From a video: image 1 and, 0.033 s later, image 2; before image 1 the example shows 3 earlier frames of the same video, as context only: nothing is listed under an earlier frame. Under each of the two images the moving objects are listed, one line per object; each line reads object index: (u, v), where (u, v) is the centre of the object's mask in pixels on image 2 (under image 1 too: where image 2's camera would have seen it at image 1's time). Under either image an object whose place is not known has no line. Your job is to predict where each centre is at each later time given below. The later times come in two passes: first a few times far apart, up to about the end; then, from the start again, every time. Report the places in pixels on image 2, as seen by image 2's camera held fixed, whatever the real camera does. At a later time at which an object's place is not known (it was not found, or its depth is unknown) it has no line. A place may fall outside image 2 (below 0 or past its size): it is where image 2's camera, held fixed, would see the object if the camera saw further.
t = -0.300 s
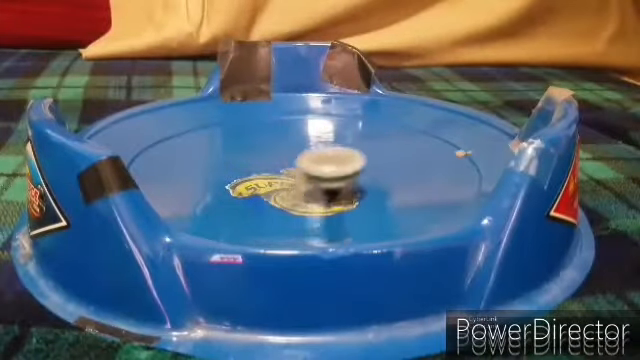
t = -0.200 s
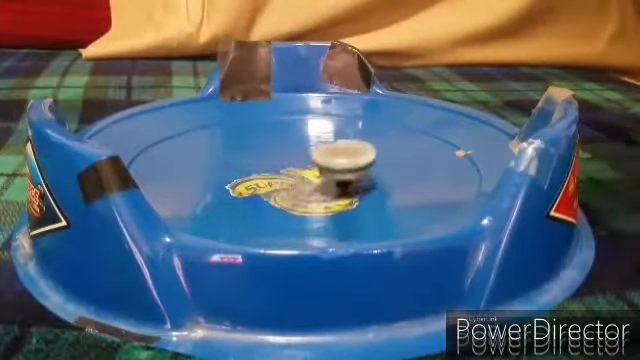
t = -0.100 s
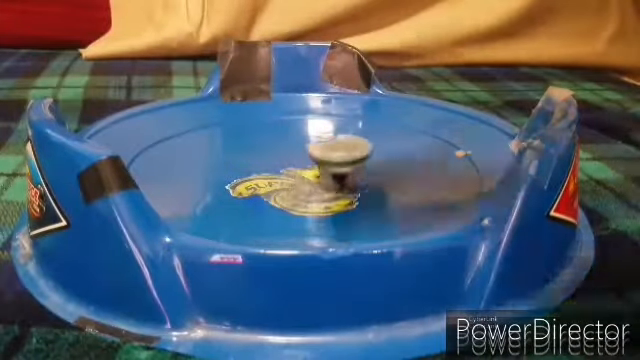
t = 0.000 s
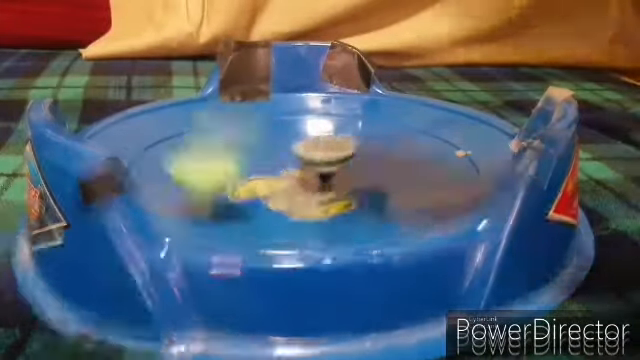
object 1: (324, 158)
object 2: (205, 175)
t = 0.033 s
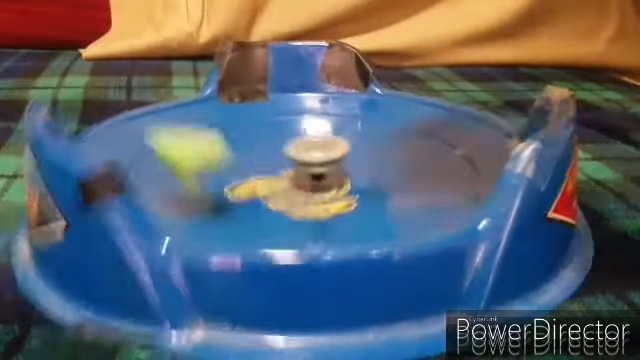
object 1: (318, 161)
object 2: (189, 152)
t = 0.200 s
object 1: (289, 165)
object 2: (136, 146)
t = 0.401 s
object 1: (296, 176)
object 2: (188, 158)
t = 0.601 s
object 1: (314, 176)
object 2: (240, 160)
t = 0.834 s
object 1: (314, 174)
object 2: (259, 149)
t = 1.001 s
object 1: (303, 171)
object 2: (266, 143)
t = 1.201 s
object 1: (294, 172)
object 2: (270, 136)
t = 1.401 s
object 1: (288, 174)
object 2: (281, 138)
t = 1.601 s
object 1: (286, 176)
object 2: (296, 139)
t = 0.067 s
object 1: (309, 161)
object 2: (171, 136)
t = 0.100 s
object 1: (302, 162)
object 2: (155, 135)
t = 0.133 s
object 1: (296, 163)
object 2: (139, 150)
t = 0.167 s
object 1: (292, 164)
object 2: (135, 149)
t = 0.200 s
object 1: (289, 165)
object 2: (136, 146)
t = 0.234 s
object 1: (285, 168)
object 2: (141, 147)
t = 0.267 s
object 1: (286, 171)
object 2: (147, 149)
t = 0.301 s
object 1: (287, 174)
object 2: (156, 150)
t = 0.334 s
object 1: (290, 175)
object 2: (165, 151)
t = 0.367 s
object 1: (293, 176)
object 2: (176, 154)
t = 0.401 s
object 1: (296, 176)
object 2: (188, 158)
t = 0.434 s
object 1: (300, 176)
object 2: (198, 161)
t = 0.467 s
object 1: (305, 176)
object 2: (207, 160)
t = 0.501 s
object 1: (309, 177)
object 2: (216, 160)
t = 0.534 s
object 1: (311, 176)
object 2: (224, 160)
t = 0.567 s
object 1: (312, 175)
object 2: (233, 161)
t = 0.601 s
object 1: (314, 176)
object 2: (240, 160)
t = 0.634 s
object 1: (314, 176)
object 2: (246, 162)
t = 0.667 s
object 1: (315, 176)
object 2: (251, 157)
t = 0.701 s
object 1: (316, 175)
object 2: (253, 156)
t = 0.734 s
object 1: (316, 175)
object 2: (255, 154)
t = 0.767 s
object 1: (316, 174)
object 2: (256, 153)
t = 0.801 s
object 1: (316, 174)
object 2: (258, 151)
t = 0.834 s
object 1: (314, 174)
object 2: (259, 149)
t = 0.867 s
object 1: (311, 172)
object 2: (260, 149)
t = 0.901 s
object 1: (309, 172)
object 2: (261, 148)
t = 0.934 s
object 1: (306, 171)
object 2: (263, 146)
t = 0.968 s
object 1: (304, 171)
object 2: (264, 145)
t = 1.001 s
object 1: (303, 171)
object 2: (266, 143)
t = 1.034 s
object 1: (302, 170)
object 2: (267, 140)
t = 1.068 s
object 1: (300, 171)
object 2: (266, 140)
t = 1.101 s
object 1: (299, 171)
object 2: (267, 139)
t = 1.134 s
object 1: (296, 171)
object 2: (267, 139)
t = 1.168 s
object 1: (295, 171)
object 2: (268, 138)
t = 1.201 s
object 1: (294, 172)
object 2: (270, 136)
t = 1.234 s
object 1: (292, 172)
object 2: (272, 136)
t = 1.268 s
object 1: (291, 172)
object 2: (273, 136)
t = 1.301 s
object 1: (291, 172)
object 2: (275, 136)
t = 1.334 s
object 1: (290, 173)
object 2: (277, 137)
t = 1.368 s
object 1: (289, 173)
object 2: (279, 138)
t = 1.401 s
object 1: (288, 174)
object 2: (281, 138)
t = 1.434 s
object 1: (288, 174)
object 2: (283, 138)
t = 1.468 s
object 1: (287, 174)
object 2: (285, 137)
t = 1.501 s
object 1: (287, 174)
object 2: (289, 138)
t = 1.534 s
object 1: (286, 175)
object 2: (291, 138)
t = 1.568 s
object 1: (287, 178)
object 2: (294, 138)
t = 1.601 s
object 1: (286, 176)
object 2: (296, 139)
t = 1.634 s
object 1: (287, 179)
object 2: (298, 140)
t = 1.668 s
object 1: (286, 176)
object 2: (301, 140)
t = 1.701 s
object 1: (286, 179)
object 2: (304, 141)
